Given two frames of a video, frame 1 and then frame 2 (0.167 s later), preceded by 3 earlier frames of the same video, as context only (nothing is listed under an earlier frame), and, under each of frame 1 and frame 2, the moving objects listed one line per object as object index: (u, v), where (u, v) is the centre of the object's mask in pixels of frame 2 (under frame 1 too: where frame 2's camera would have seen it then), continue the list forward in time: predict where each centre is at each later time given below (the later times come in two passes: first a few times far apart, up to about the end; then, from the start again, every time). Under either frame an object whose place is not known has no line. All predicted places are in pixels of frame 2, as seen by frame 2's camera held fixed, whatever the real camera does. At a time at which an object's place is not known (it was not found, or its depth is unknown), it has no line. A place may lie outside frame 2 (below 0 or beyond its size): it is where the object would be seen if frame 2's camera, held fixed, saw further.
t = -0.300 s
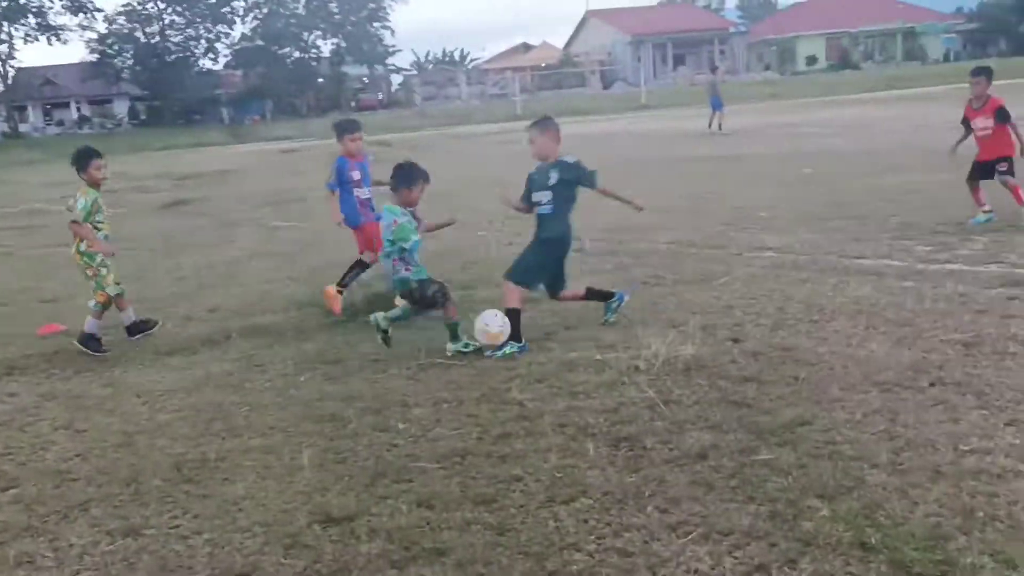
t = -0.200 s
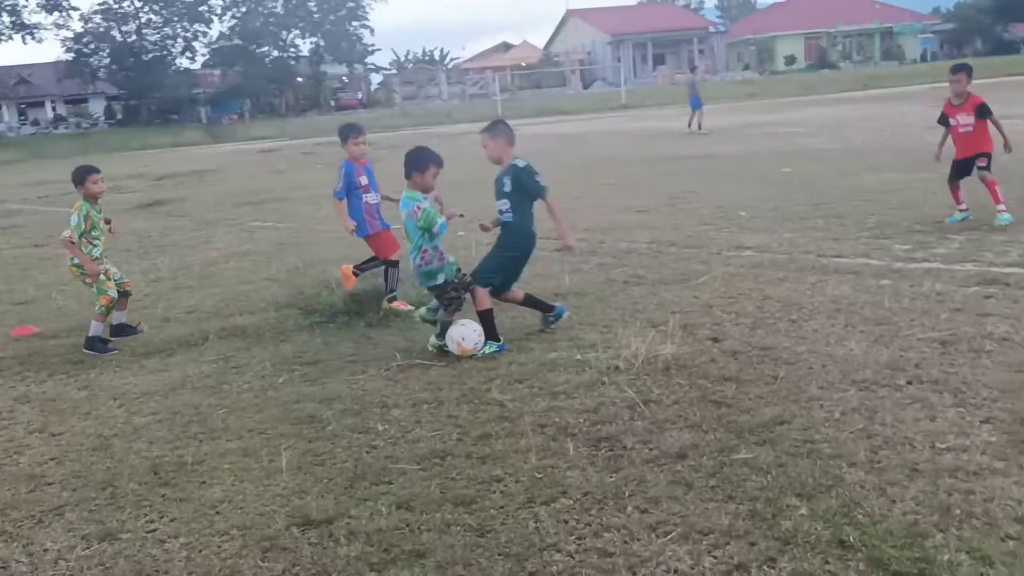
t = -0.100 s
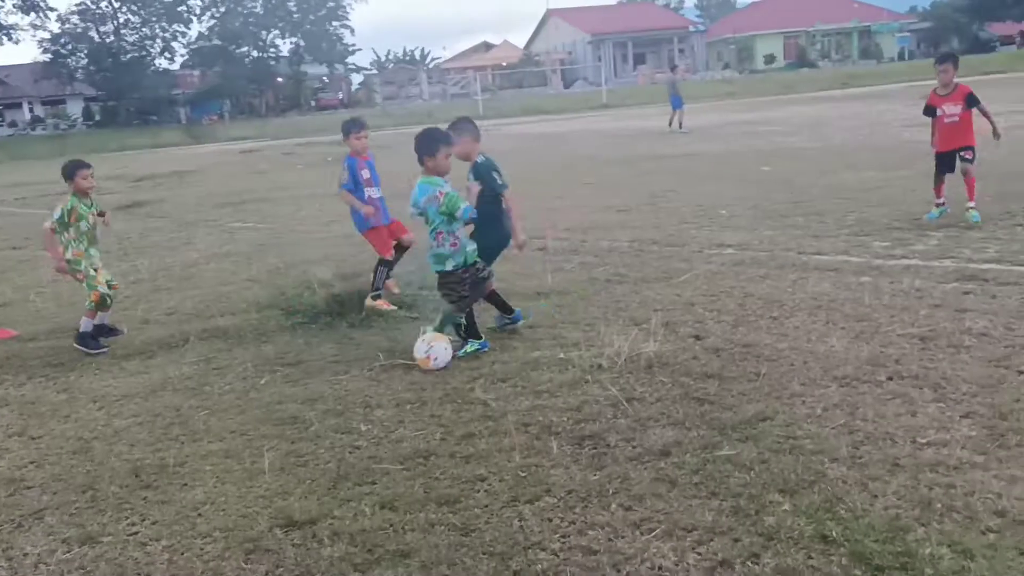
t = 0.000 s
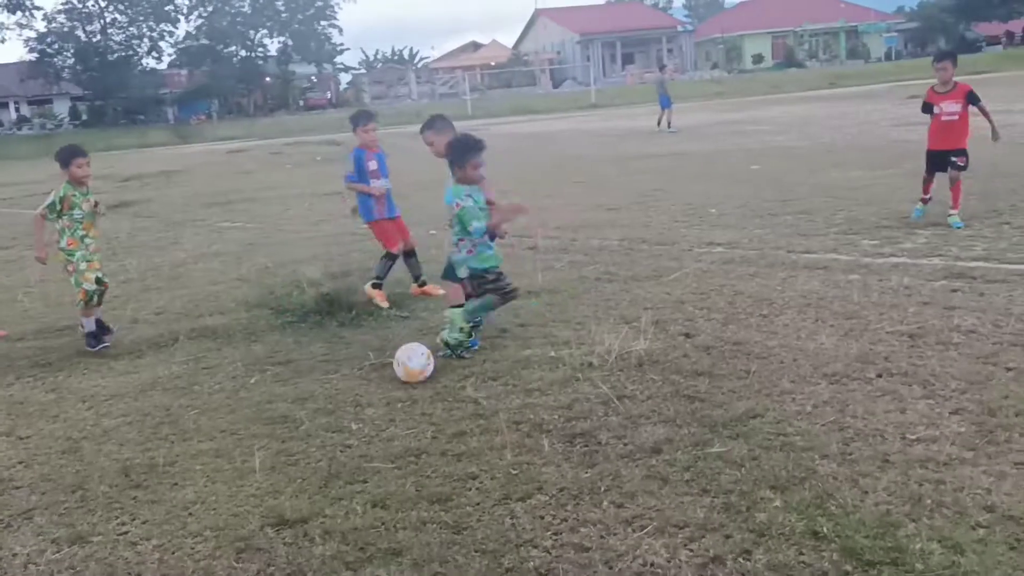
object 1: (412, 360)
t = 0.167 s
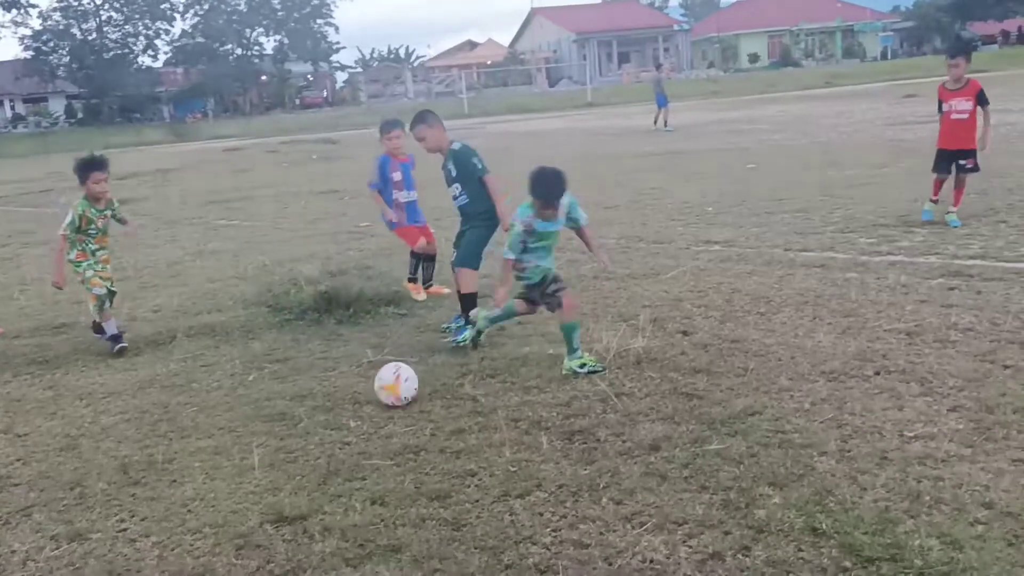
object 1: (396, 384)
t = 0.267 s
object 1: (387, 399)
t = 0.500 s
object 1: (359, 437)
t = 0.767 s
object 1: (315, 497)
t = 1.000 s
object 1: (269, 556)
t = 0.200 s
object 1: (393, 387)
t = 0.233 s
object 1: (390, 392)
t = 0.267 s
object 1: (387, 399)
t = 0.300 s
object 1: (384, 407)
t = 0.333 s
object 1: (380, 410)
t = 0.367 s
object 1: (376, 414)
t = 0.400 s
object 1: (372, 421)
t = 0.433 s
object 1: (368, 431)
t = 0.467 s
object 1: (363, 434)
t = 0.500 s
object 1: (359, 437)
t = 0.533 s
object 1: (354, 442)
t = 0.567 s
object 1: (350, 451)
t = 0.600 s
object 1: (345, 460)
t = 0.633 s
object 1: (339, 465)
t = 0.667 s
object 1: (333, 472)
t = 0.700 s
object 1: (327, 481)
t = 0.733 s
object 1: (321, 489)
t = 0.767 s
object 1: (315, 497)
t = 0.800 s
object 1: (309, 504)
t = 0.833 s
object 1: (303, 512)
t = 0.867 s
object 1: (296, 521)
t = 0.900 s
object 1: (290, 528)
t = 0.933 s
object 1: (283, 533)
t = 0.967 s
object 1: (276, 542)
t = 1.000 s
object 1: (269, 556)
